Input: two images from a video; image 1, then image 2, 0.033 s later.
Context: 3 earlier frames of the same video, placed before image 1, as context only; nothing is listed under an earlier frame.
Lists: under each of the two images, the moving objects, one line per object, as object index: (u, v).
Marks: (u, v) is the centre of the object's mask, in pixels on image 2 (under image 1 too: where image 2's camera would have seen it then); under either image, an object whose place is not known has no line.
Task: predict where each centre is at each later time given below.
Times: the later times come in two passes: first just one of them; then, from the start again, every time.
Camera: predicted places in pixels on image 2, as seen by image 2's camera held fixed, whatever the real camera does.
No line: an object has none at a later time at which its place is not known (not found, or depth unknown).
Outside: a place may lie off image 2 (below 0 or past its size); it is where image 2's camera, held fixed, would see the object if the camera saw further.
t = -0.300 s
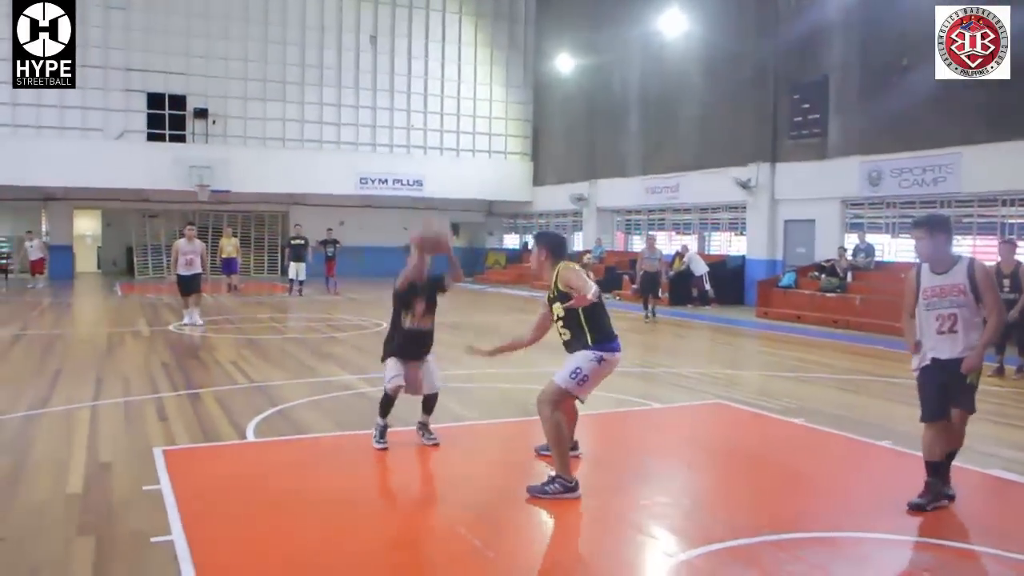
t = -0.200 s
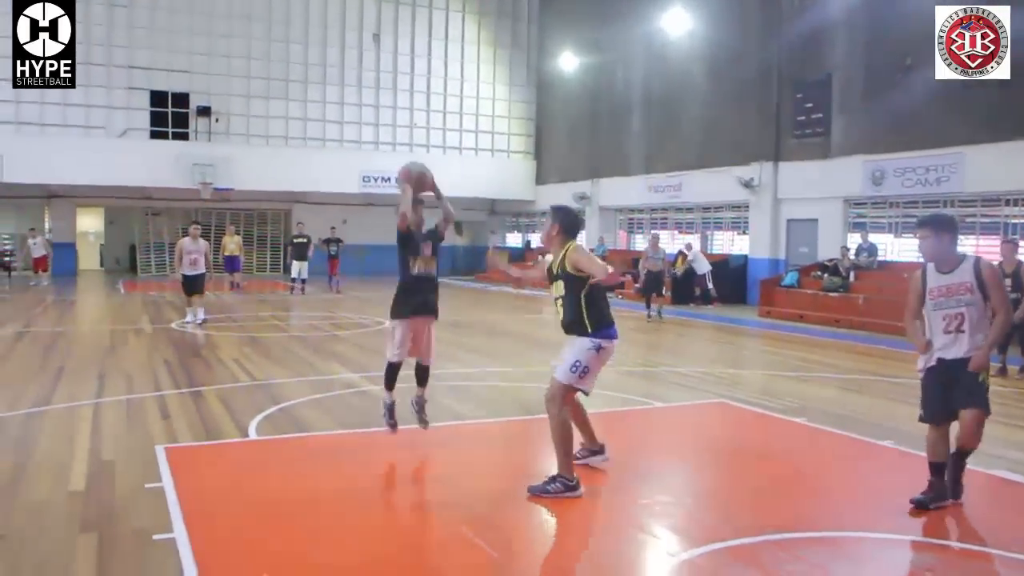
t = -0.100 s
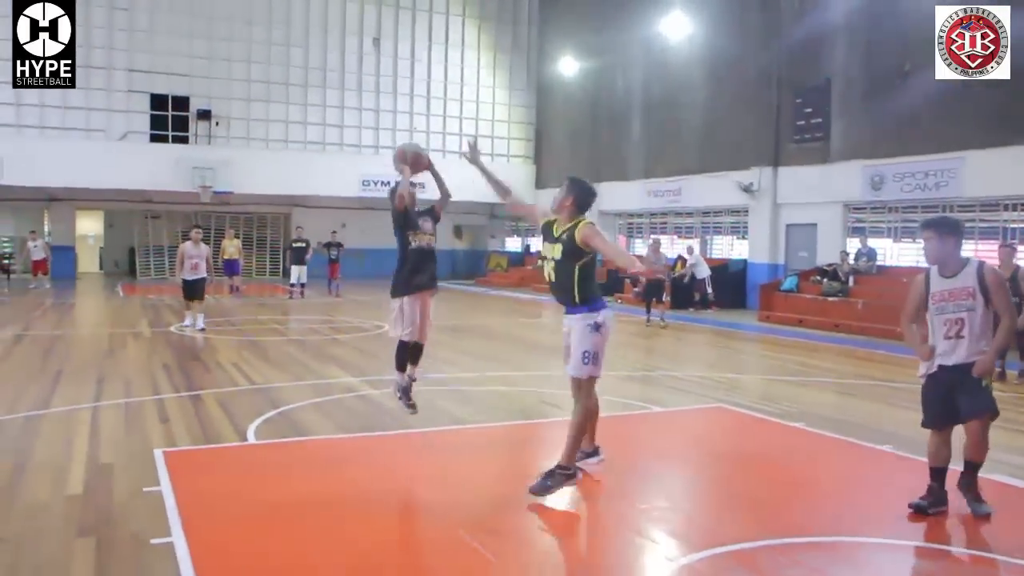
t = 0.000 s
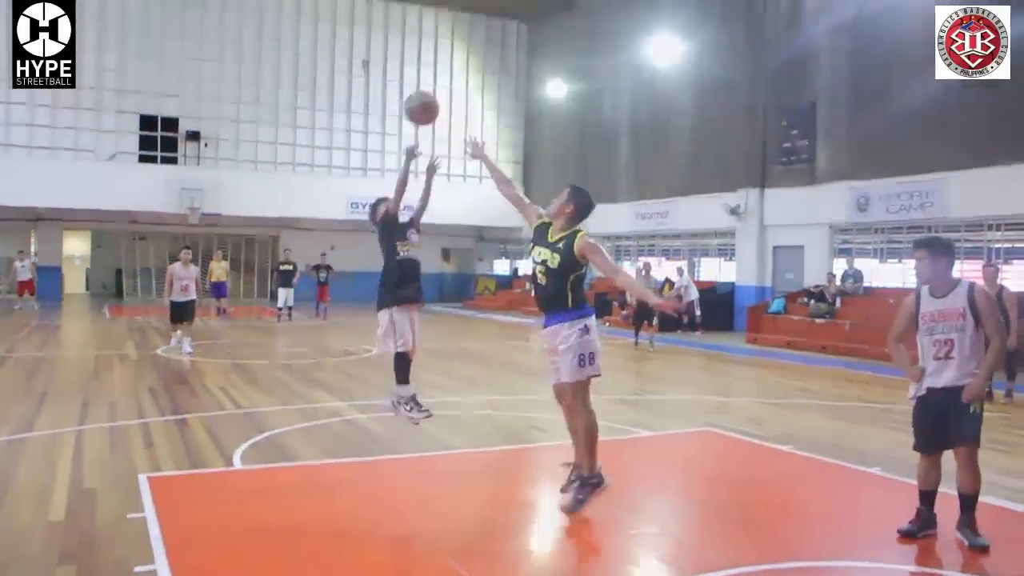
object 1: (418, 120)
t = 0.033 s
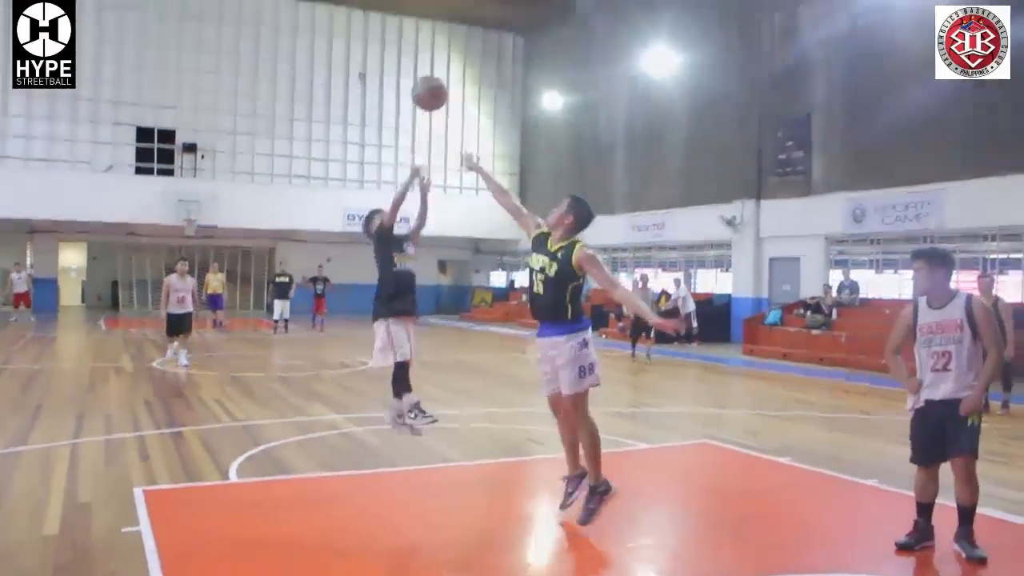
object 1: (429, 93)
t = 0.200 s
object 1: (493, -30)
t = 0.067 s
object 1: (441, 68)
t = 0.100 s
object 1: (453, 42)
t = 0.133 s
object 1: (466, 16)
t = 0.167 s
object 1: (480, -7)
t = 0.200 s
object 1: (493, -30)
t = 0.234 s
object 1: (505, -51)
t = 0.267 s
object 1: (518, -71)
